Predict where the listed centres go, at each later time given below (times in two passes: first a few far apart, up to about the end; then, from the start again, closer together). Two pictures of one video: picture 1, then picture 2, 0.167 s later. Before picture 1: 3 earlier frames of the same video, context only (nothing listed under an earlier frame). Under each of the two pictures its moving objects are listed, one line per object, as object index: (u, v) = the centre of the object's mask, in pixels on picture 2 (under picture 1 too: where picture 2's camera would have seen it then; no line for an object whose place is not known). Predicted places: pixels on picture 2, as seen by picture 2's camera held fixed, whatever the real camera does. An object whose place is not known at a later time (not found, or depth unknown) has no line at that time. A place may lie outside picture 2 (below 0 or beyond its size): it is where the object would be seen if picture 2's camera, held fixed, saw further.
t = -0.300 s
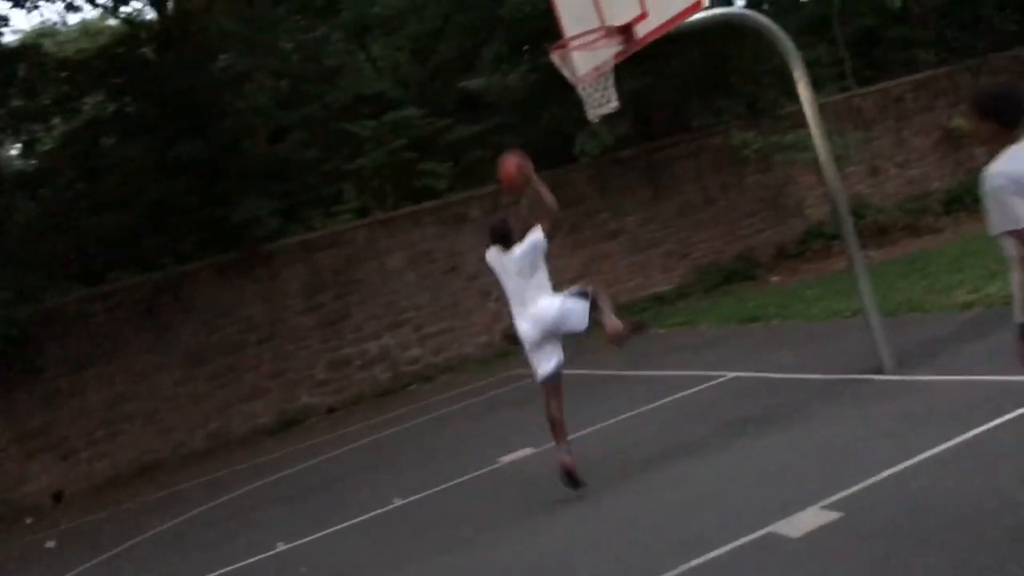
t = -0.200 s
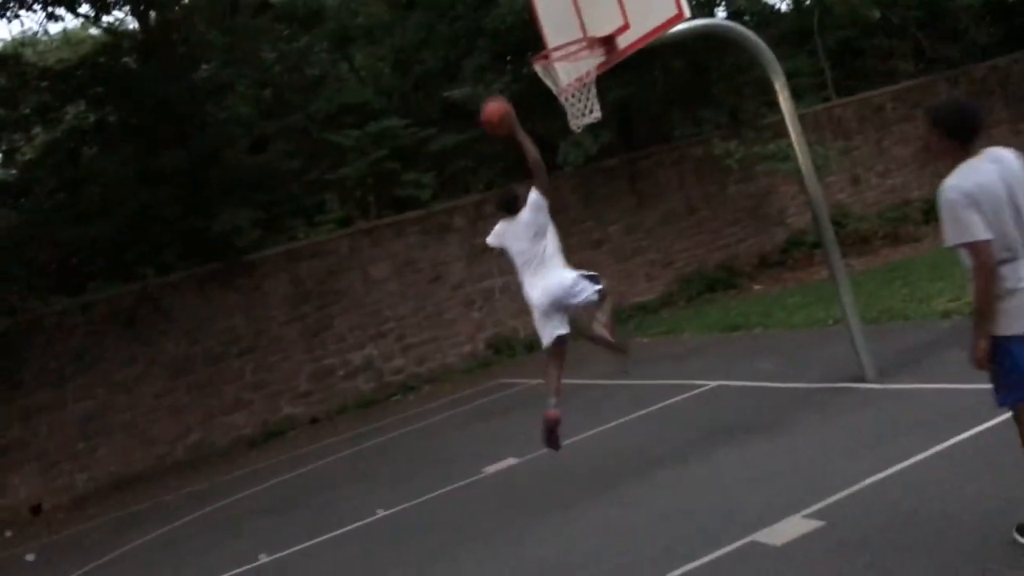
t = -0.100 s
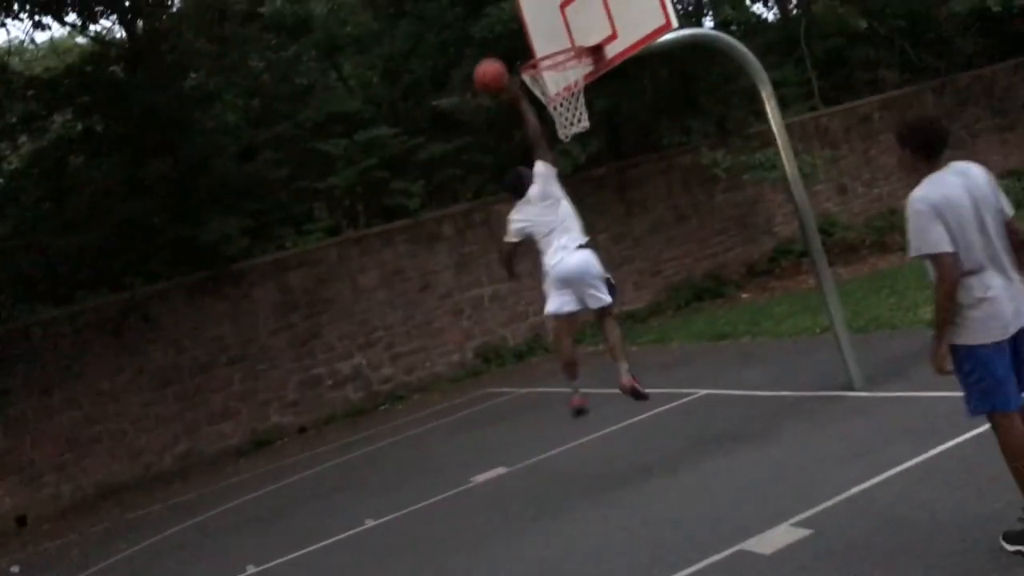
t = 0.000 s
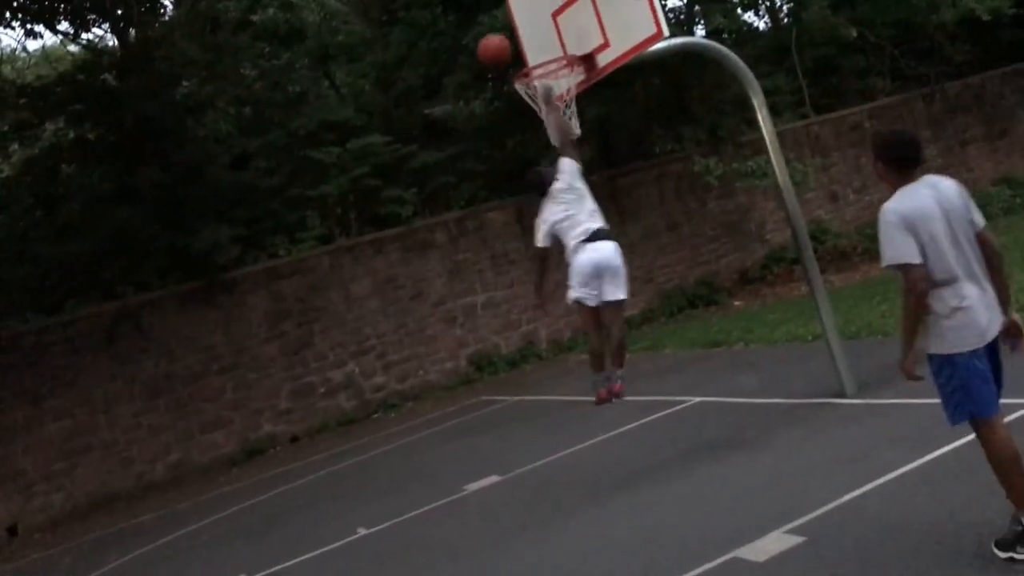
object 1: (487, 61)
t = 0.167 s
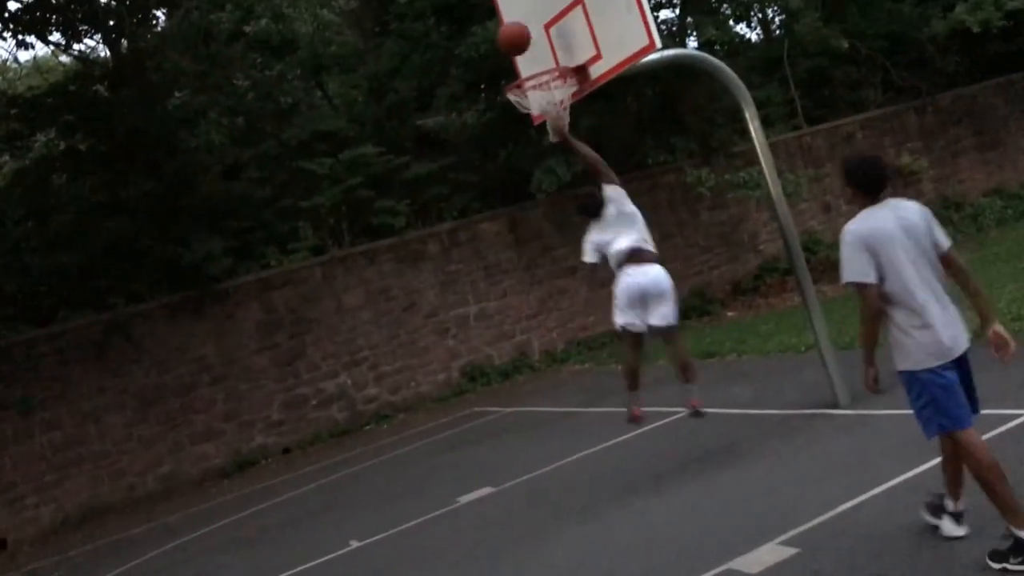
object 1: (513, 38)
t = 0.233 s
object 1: (527, 39)
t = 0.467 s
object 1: (532, 55)
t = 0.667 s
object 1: (504, 69)
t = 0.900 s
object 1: (474, 71)
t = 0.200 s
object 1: (521, 37)
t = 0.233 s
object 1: (527, 39)
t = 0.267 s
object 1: (534, 41)
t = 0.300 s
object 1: (542, 45)
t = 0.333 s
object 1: (552, 51)
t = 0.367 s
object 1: (550, 55)
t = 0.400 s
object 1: (544, 57)
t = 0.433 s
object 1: (538, 56)
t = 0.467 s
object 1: (532, 55)
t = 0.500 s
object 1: (526, 54)
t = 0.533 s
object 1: (521, 55)
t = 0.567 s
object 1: (516, 57)
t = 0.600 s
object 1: (511, 60)
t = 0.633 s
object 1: (507, 65)
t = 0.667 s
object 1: (504, 69)
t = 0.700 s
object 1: (500, 71)
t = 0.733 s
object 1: (494, 69)
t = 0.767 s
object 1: (489, 66)
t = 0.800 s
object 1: (484, 66)
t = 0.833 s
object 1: (480, 66)
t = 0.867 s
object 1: (477, 68)
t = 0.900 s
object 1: (474, 71)
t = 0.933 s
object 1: (472, 76)
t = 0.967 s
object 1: (470, 81)
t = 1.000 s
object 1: (468, 90)
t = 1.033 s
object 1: (467, 97)
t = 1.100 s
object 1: (468, 125)
